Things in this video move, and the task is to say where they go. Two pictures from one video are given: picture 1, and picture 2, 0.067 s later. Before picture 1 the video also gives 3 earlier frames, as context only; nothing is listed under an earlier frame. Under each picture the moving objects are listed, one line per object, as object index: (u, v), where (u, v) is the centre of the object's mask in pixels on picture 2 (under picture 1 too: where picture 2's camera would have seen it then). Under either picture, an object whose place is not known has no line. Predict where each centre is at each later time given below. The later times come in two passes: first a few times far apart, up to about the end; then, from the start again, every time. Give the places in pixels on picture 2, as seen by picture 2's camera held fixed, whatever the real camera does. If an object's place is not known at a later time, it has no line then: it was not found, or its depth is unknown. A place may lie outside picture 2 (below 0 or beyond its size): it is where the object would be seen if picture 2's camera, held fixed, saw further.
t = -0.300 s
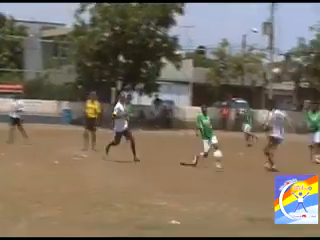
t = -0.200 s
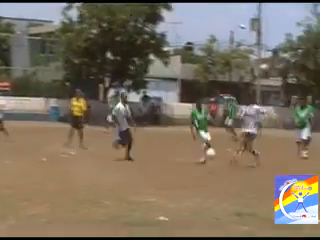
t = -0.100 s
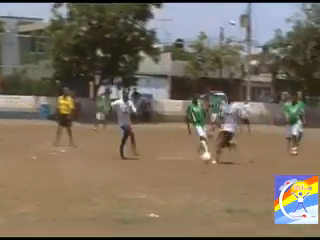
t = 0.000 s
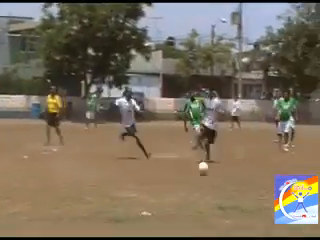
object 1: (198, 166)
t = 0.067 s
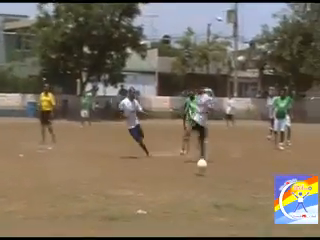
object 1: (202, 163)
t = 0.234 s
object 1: (210, 168)
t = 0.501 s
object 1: (225, 179)
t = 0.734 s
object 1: (242, 187)
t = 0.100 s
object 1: (203, 163)
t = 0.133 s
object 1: (205, 163)
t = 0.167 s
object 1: (206, 165)
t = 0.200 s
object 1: (209, 166)
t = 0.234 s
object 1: (210, 168)
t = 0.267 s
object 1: (212, 172)
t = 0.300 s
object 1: (214, 176)
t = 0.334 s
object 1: (215, 176)
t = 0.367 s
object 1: (217, 177)
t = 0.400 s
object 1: (219, 178)
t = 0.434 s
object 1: (221, 179)
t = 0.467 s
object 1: (223, 181)
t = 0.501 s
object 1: (225, 179)
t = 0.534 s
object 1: (228, 178)
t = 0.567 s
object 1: (230, 177)
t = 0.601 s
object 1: (233, 178)
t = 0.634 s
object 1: (235, 179)
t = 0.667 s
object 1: (238, 180)
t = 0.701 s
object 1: (240, 183)
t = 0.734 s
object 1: (242, 187)
